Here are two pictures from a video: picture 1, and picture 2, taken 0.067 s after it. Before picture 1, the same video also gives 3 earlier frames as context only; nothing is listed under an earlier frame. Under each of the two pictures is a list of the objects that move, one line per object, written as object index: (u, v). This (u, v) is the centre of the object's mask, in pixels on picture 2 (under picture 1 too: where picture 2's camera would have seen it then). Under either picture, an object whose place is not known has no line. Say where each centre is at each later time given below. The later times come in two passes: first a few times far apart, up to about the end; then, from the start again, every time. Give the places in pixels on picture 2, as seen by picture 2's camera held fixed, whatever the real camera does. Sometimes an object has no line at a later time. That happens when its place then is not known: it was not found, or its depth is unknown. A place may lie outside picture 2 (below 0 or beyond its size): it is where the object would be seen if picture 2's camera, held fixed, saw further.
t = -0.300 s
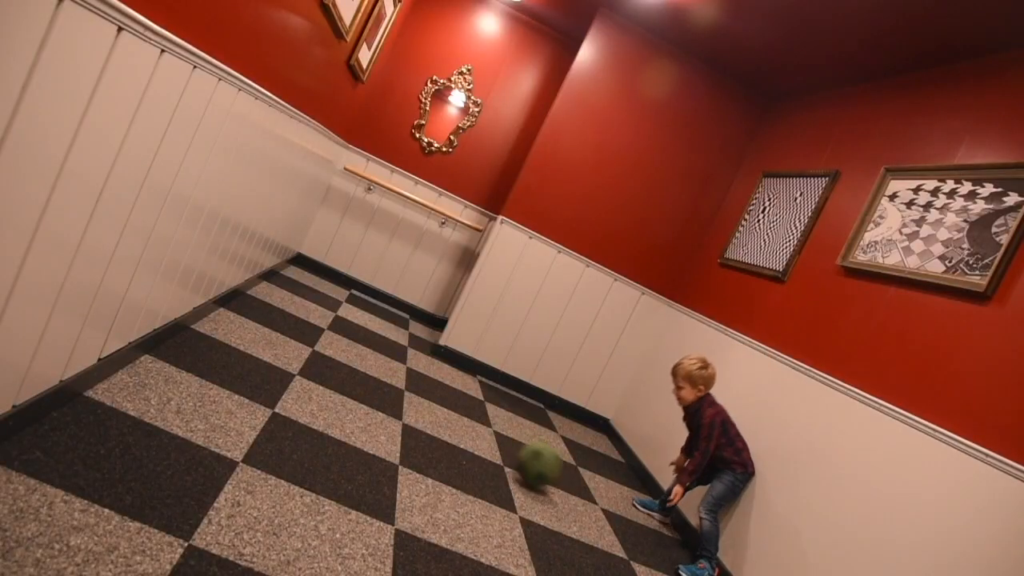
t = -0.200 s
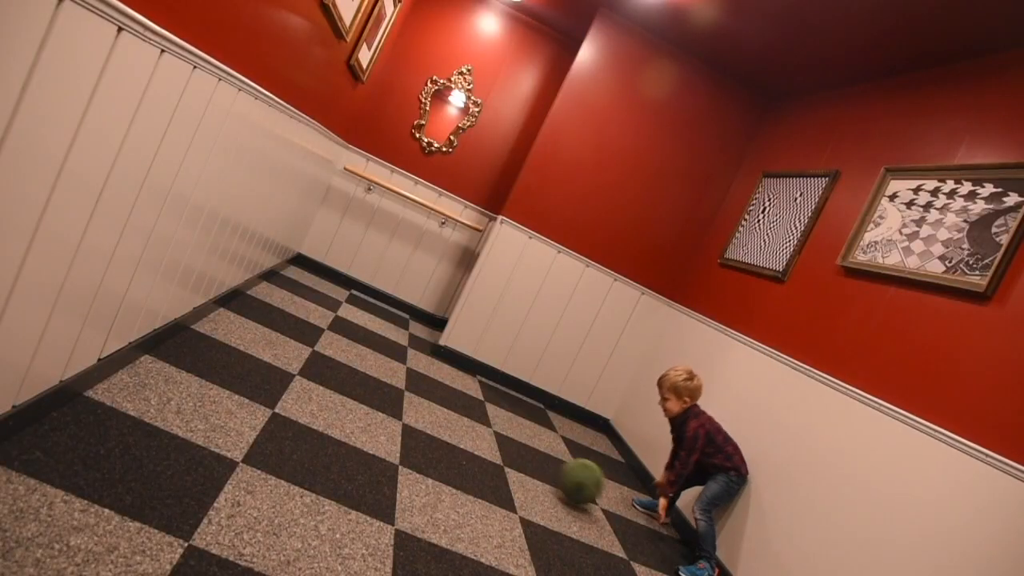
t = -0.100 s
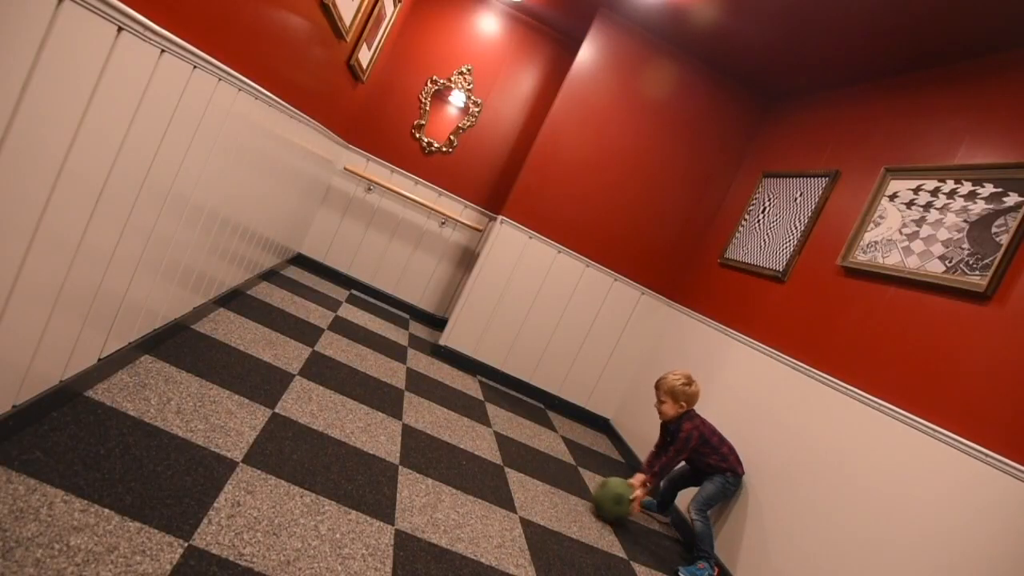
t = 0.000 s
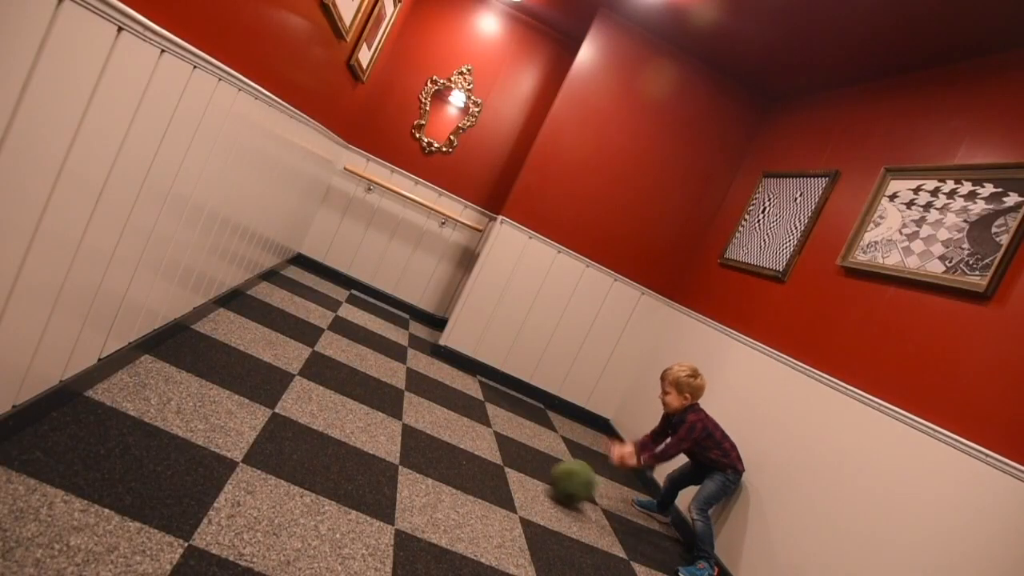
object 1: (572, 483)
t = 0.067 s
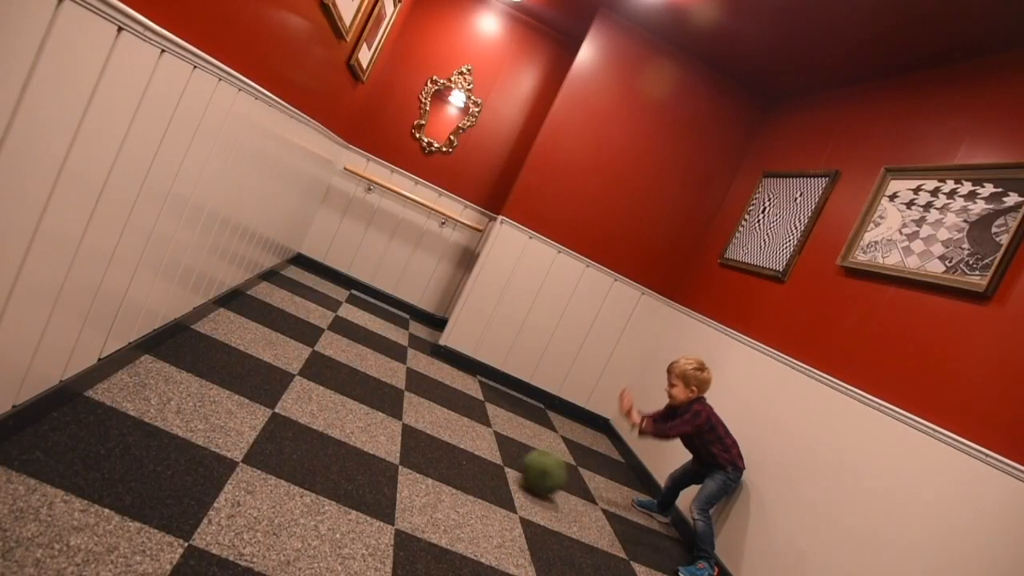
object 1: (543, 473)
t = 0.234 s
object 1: (481, 452)
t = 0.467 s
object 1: (418, 431)
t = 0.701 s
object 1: (390, 425)
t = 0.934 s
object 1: (397, 435)
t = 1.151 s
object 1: (438, 460)
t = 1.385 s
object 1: (520, 501)
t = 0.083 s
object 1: (537, 470)
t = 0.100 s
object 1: (530, 468)
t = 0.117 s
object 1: (522, 466)
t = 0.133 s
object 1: (517, 464)
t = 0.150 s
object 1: (510, 462)
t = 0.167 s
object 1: (504, 459)
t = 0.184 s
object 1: (499, 457)
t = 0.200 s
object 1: (493, 455)
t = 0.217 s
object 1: (487, 453)
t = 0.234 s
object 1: (481, 452)
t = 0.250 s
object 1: (475, 450)
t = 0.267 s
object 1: (469, 448)
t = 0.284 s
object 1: (464, 445)
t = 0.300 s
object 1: (459, 444)
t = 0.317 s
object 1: (454, 443)
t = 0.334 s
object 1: (449, 441)
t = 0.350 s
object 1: (445, 439)
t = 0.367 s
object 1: (441, 437)
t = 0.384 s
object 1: (437, 435)
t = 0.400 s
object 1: (432, 435)
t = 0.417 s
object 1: (428, 434)
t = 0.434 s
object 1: (425, 433)
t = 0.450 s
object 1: (422, 432)
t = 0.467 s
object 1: (418, 431)
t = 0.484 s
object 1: (415, 430)
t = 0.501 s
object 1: (412, 428)
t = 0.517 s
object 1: (410, 428)
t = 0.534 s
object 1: (407, 427)
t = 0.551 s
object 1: (404, 427)
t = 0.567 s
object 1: (402, 426)
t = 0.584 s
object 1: (400, 426)
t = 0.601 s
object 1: (398, 425)
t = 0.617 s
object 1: (396, 425)
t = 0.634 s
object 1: (394, 425)
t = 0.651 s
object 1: (393, 425)
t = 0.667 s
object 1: (392, 424)
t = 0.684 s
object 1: (391, 424)
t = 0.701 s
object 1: (390, 425)
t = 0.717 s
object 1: (389, 424)
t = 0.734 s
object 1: (389, 425)
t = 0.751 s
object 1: (389, 425)
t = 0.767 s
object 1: (389, 425)
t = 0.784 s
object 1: (388, 426)
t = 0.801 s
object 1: (389, 426)
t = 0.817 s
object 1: (389, 427)
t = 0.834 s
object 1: (390, 428)
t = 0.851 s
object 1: (390, 428)
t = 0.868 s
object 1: (392, 430)
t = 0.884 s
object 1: (393, 431)
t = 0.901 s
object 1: (394, 432)
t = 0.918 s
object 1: (396, 433)
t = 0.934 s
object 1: (397, 435)
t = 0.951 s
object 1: (400, 437)
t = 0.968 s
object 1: (402, 438)
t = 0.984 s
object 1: (404, 439)
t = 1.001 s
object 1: (407, 441)
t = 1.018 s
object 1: (410, 442)
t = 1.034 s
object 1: (413, 444)
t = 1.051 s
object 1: (416, 446)
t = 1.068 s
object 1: (420, 449)
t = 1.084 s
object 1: (423, 450)
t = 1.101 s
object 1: (426, 452)
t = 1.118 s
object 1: (431, 454)
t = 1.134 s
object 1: (434, 457)
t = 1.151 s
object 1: (438, 460)
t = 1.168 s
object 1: (443, 462)
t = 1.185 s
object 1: (448, 464)
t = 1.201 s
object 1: (453, 467)
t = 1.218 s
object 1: (458, 469)
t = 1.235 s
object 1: (463, 472)
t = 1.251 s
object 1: (469, 475)
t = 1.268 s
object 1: (475, 478)
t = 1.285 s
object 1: (481, 481)
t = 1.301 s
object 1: (486, 484)
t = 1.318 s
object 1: (492, 487)
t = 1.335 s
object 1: (499, 490)
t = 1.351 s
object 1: (506, 493)
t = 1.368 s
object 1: (512, 497)
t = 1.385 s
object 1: (520, 501)
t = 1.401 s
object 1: (527, 505)
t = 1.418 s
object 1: (535, 509)
